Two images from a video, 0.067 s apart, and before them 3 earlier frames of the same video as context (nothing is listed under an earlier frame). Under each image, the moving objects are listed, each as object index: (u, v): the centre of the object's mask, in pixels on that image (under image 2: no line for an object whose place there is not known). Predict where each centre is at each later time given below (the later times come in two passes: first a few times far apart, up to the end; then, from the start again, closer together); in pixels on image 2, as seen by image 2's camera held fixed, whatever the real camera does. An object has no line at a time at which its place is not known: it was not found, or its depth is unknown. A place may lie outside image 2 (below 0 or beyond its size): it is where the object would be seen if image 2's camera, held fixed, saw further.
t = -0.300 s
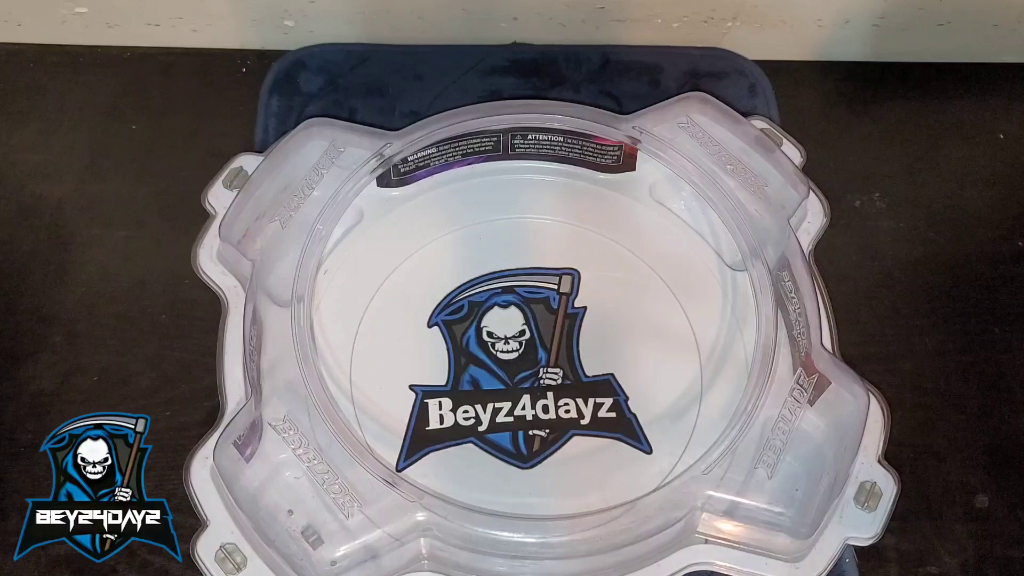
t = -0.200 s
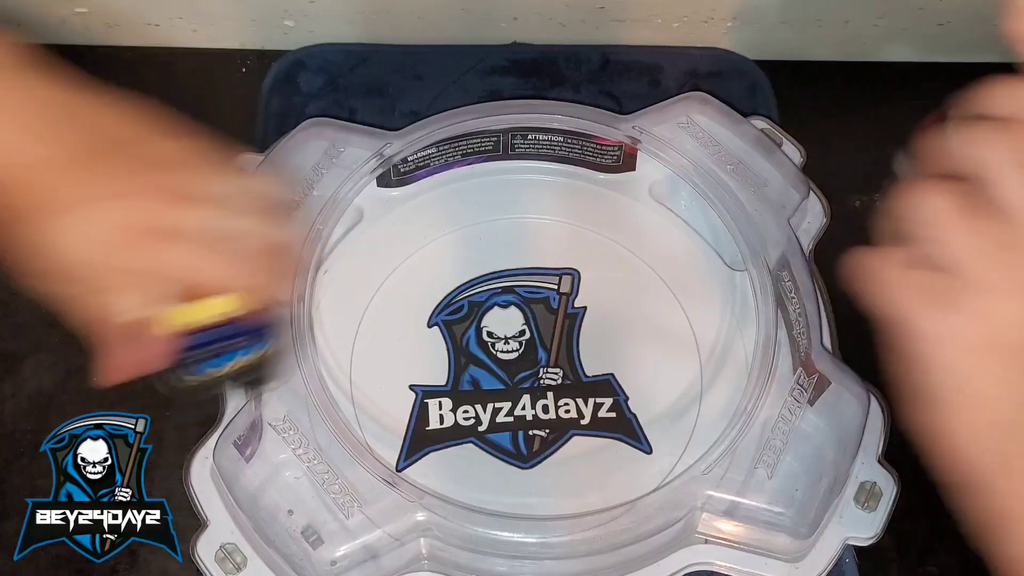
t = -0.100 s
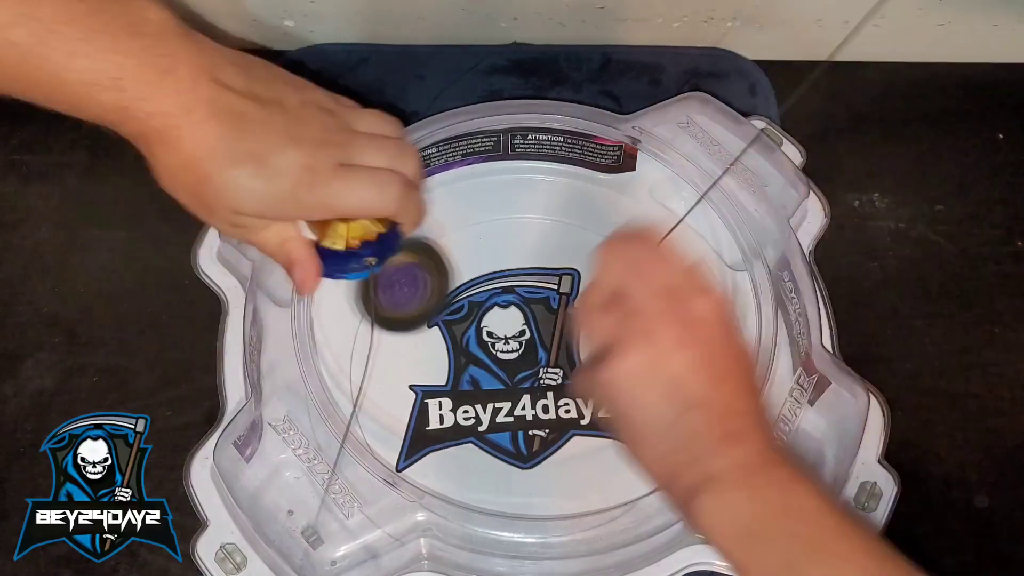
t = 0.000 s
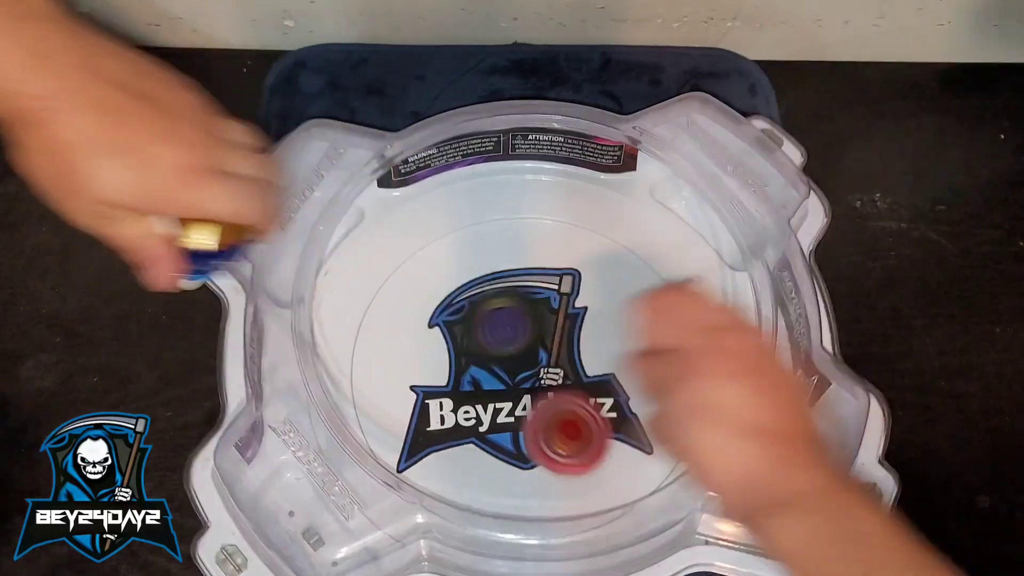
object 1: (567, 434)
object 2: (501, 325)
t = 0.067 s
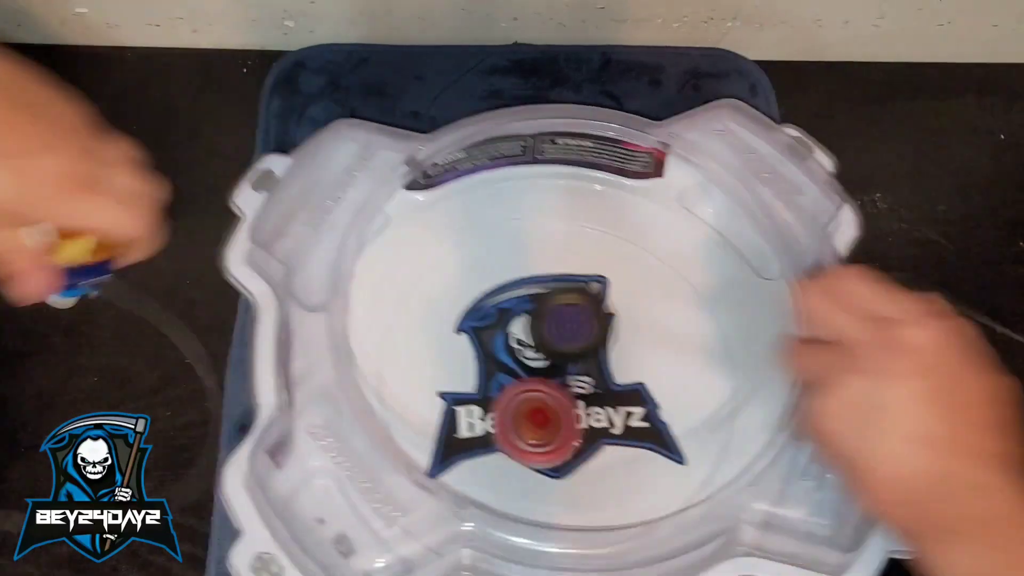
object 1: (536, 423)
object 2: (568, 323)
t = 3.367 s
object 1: (420, 448)
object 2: (813, 498)
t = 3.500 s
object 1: (620, 512)
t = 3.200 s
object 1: (452, 248)
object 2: (812, 497)
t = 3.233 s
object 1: (422, 276)
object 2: (815, 495)
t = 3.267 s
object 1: (401, 312)
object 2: (814, 496)
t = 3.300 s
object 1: (391, 355)
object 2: (813, 496)
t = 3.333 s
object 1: (398, 403)
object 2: (810, 501)
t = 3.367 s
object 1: (420, 448)
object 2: (813, 498)
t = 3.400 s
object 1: (458, 485)
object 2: (813, 498)
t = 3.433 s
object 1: (509, 513)
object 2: (810, 502)
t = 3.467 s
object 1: (566, 521)
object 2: (813, 498)
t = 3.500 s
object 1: (620, 512)
